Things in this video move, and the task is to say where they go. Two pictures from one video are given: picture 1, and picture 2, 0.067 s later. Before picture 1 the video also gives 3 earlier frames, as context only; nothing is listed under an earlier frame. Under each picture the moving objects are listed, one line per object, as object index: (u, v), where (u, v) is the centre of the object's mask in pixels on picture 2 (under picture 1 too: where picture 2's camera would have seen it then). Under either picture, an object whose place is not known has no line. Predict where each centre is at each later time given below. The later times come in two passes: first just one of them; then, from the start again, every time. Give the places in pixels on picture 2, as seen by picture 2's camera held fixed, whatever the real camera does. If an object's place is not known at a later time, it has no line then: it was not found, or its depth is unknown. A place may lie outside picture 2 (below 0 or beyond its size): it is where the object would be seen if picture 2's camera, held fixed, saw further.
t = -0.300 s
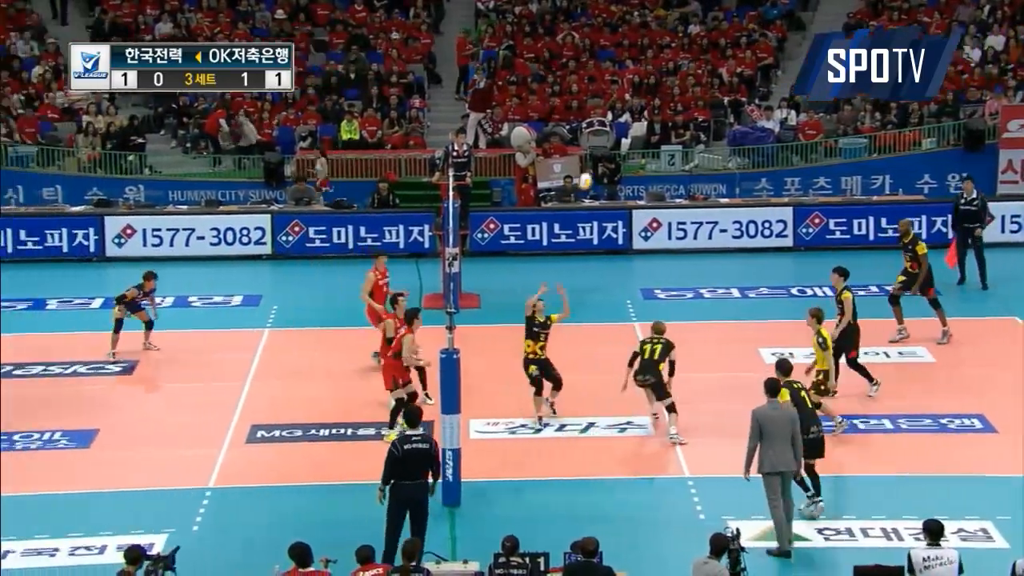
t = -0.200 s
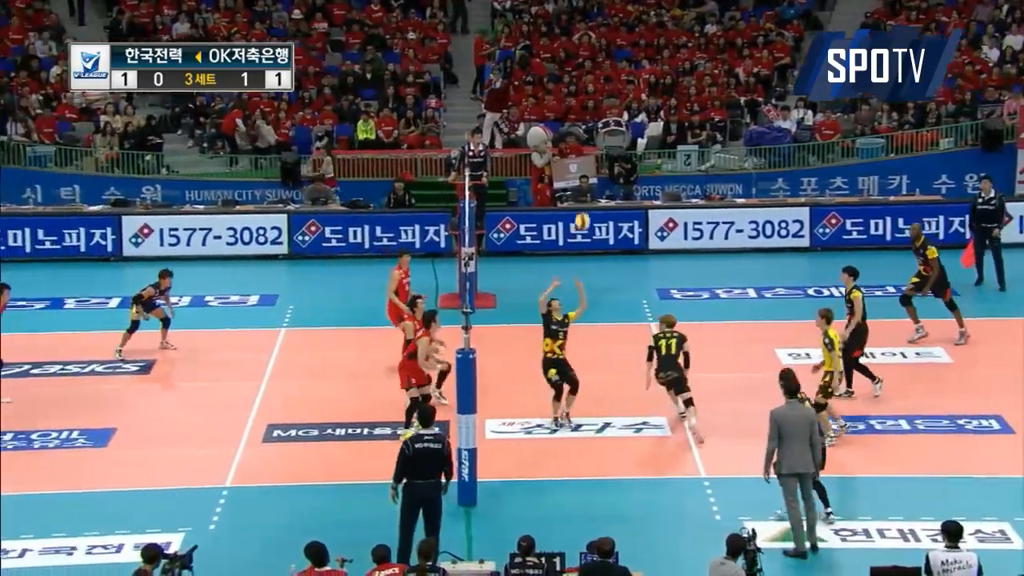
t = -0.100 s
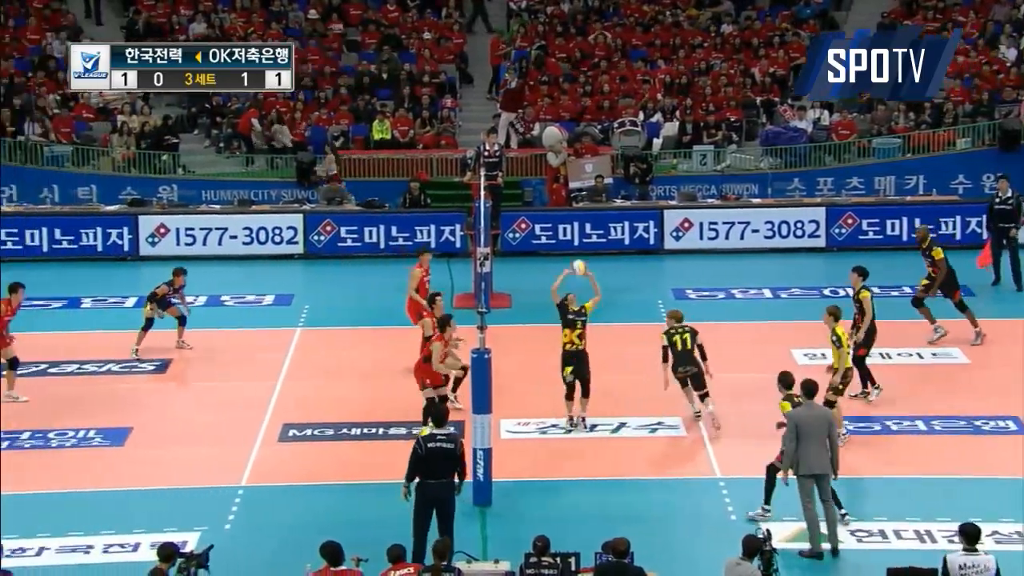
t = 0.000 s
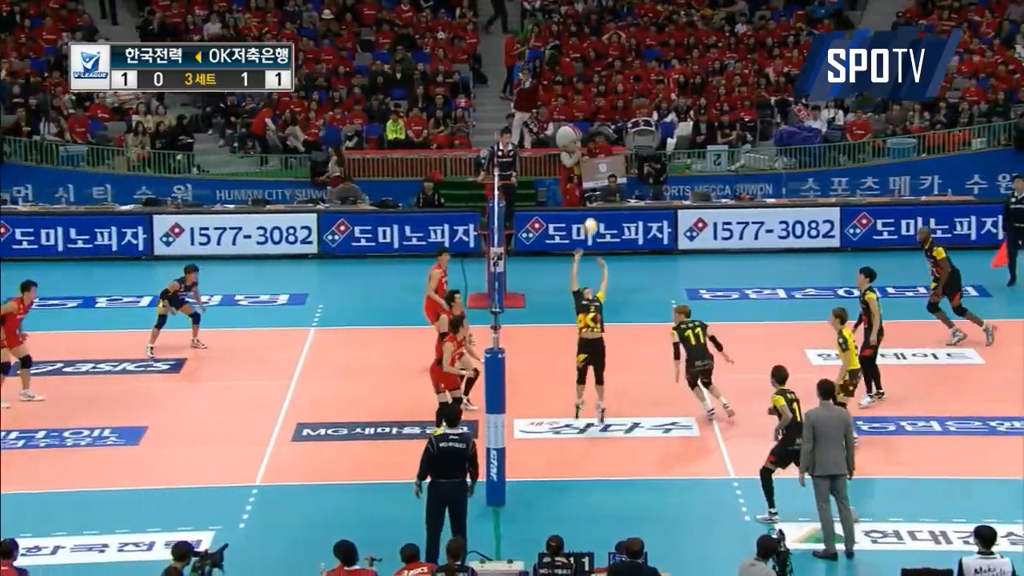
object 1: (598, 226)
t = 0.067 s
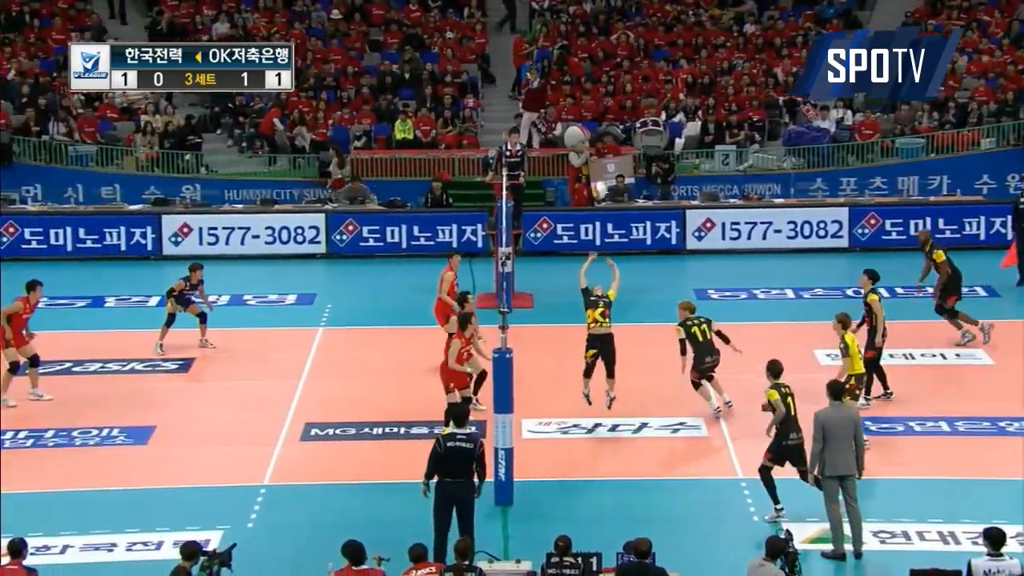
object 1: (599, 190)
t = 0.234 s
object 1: (605, 115)
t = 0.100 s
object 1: (599, 172)
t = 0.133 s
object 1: (601, 157)
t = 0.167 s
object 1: (602, 142)
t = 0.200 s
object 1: (603, 127)
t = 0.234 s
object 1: (605, 115)
